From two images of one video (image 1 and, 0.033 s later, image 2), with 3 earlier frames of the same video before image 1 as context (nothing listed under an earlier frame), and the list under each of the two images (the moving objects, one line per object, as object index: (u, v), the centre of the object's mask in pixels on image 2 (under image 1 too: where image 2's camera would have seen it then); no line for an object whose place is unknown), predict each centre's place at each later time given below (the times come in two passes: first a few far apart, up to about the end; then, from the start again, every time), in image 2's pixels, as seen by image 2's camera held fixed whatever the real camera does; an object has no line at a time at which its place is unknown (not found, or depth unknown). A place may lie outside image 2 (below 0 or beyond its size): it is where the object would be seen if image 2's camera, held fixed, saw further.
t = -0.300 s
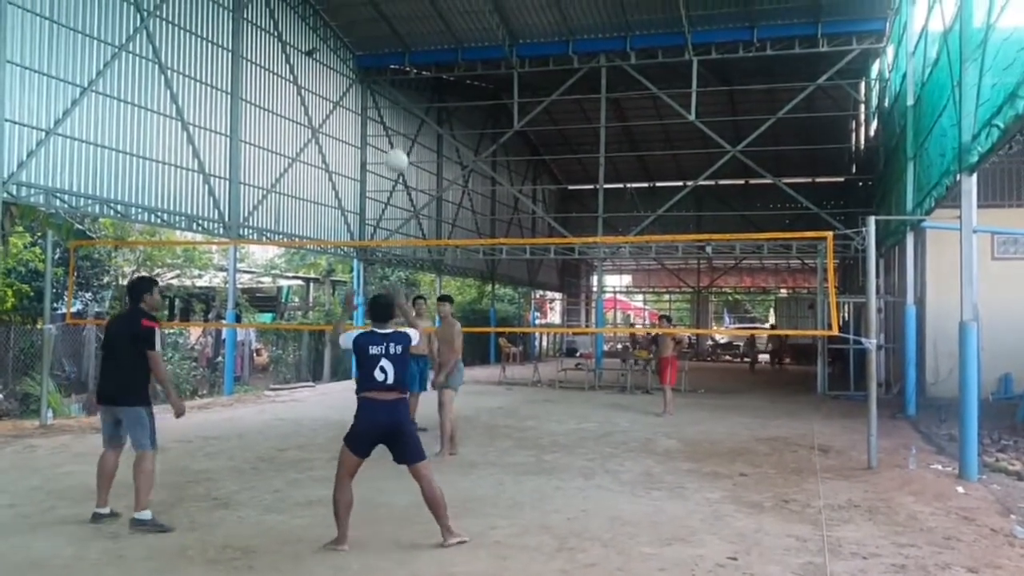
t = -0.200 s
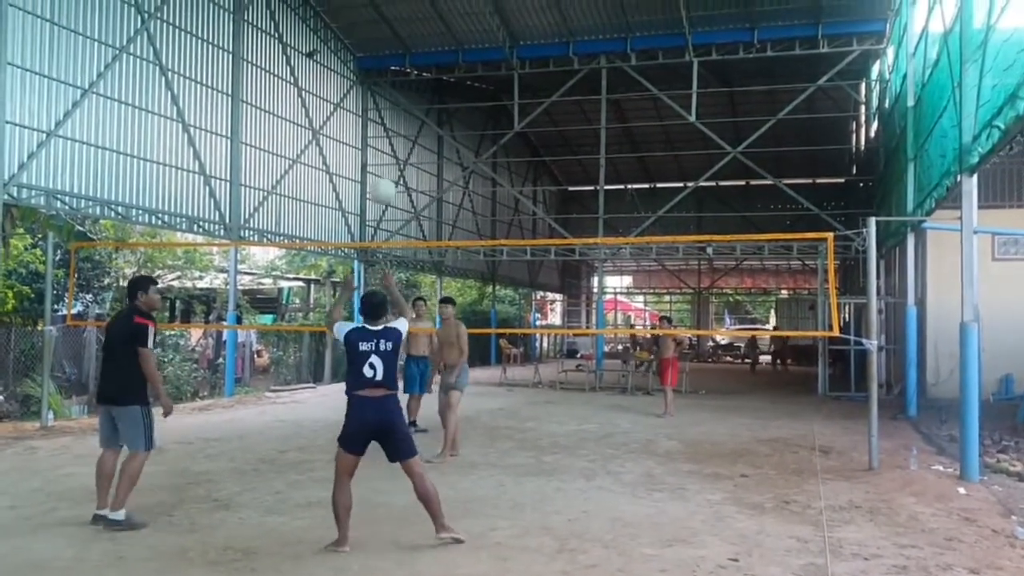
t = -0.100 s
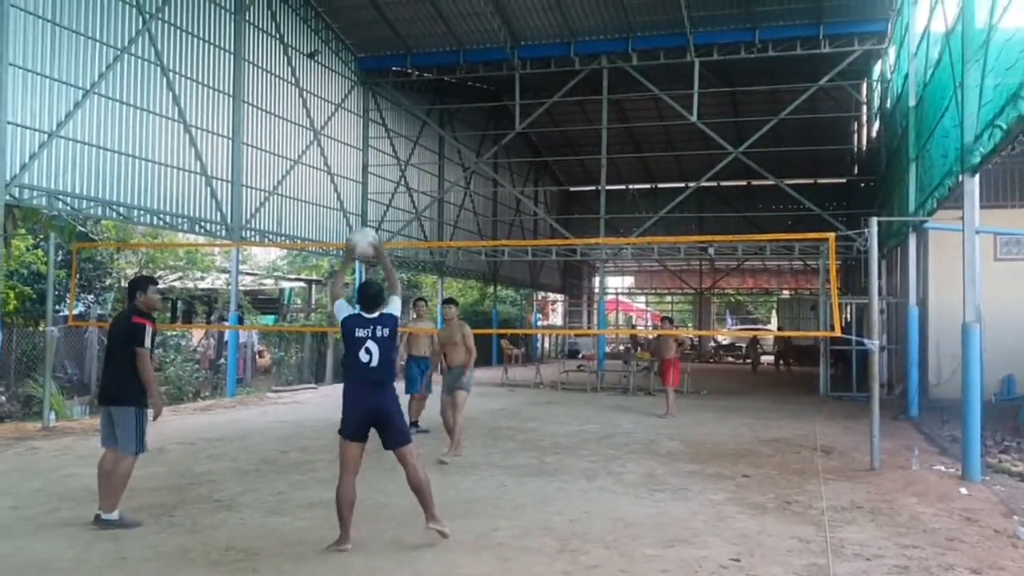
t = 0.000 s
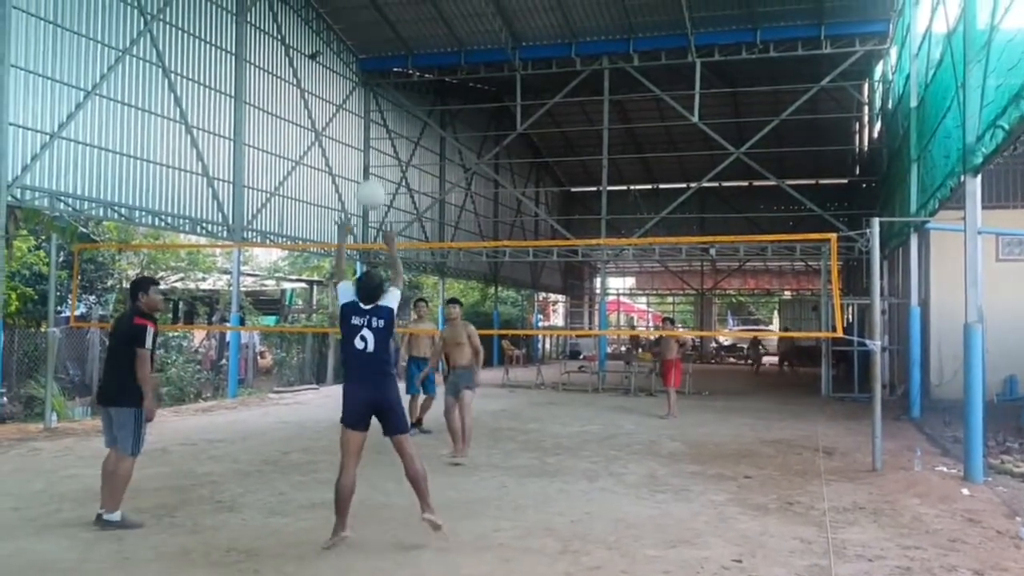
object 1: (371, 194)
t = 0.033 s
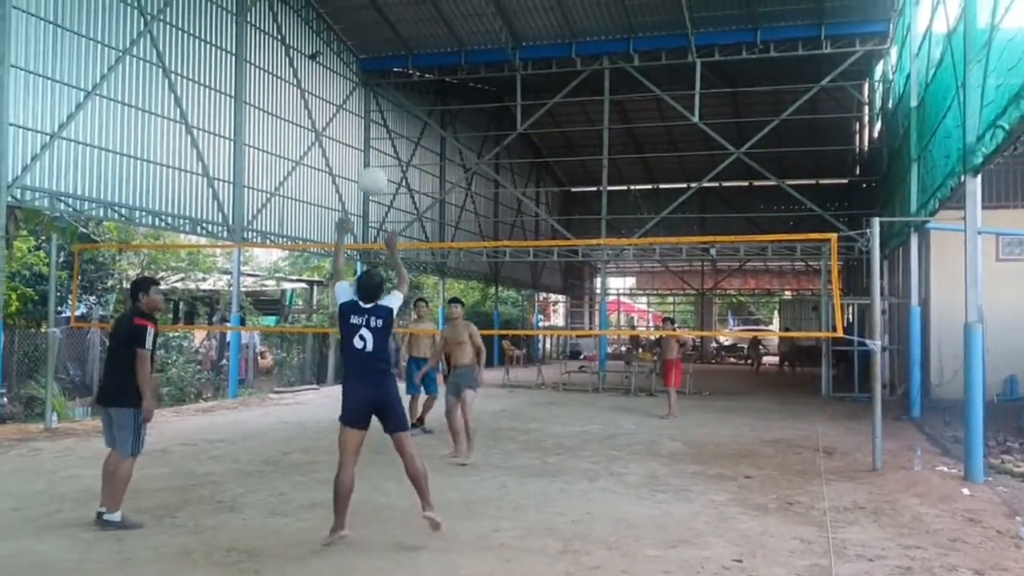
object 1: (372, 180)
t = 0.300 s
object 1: (387, 131)
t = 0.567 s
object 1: (399, 171)
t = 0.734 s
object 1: (405, 228)
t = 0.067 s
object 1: (375, 169)
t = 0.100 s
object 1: (377, 159)
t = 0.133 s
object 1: (379, 150)
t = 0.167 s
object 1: (381, 142)
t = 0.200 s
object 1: (382, 138)
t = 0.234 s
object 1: (384, 134)
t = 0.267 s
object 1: (385, 132)
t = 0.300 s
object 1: (387, 131)
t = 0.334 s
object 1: (389, 132)
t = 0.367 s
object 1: (390, 134)
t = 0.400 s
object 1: (392, 137)
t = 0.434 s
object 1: (392, 141)
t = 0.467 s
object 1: (394, 146)
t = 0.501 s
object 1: (396, 153)
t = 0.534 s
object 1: (397, 162)
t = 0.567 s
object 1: (399, 171)
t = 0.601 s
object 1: (400, 179)
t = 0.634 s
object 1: (401, 190)
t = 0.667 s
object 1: (402, 202)
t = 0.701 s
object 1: (405, 214)
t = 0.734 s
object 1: (405, 228)
